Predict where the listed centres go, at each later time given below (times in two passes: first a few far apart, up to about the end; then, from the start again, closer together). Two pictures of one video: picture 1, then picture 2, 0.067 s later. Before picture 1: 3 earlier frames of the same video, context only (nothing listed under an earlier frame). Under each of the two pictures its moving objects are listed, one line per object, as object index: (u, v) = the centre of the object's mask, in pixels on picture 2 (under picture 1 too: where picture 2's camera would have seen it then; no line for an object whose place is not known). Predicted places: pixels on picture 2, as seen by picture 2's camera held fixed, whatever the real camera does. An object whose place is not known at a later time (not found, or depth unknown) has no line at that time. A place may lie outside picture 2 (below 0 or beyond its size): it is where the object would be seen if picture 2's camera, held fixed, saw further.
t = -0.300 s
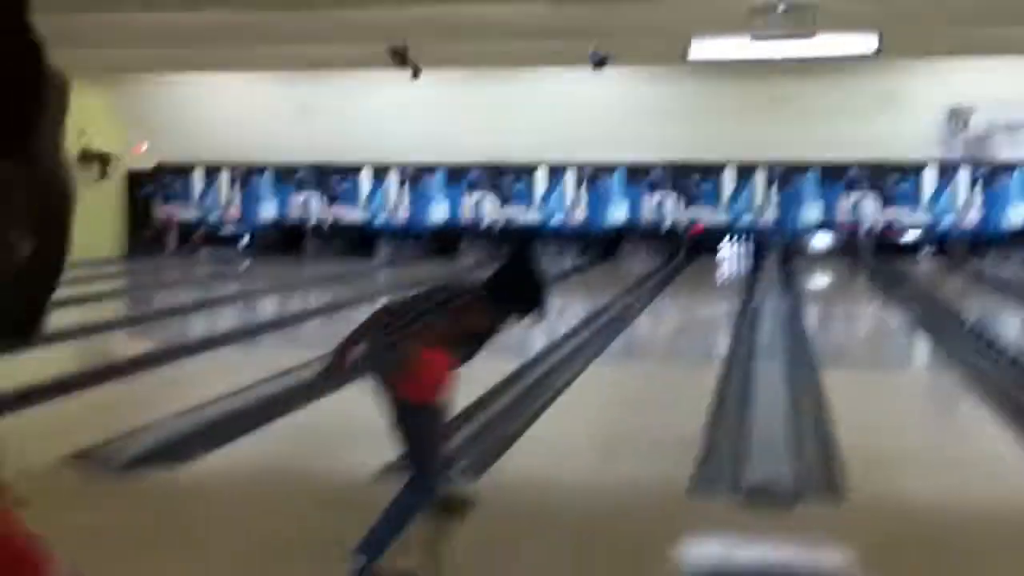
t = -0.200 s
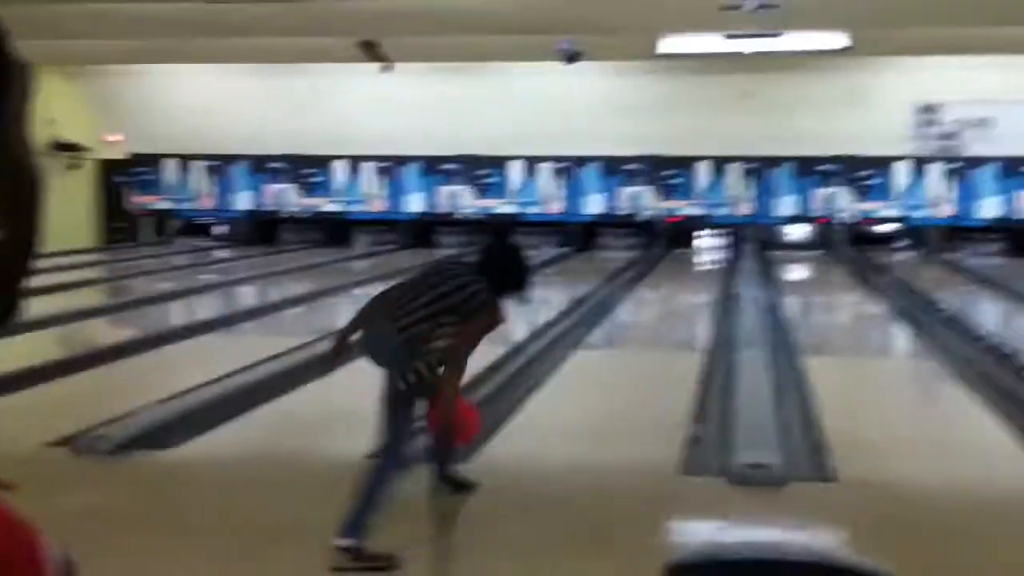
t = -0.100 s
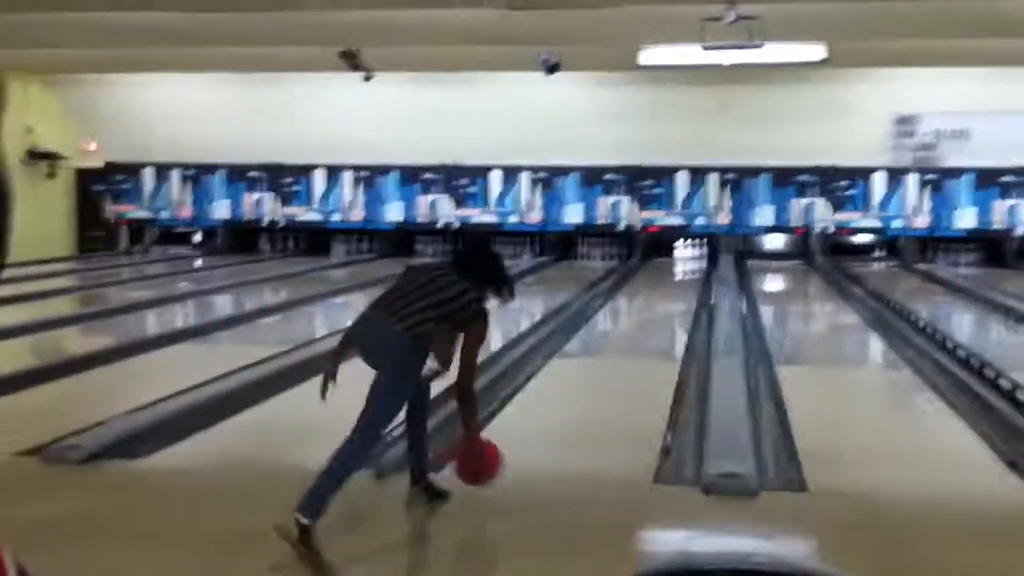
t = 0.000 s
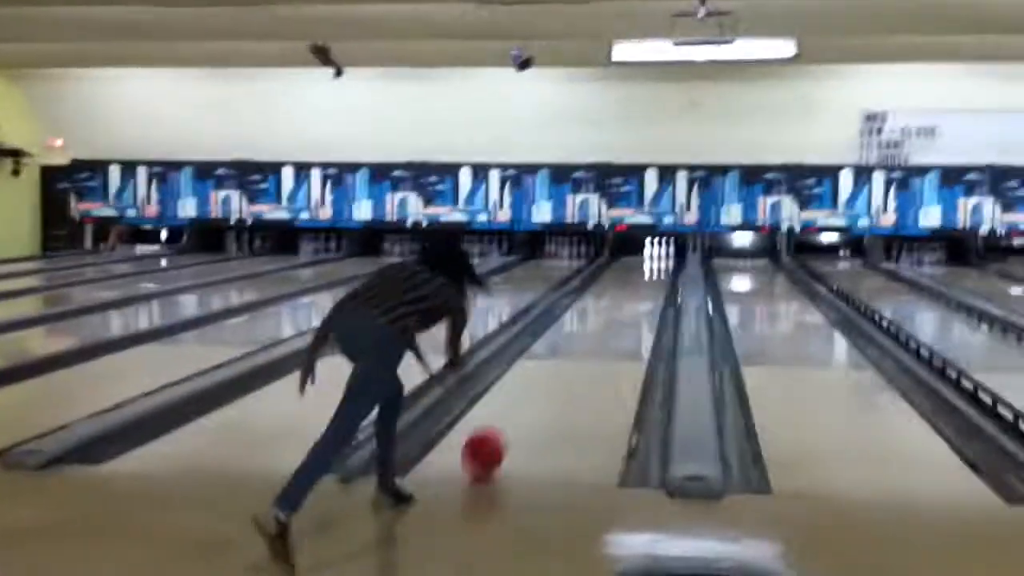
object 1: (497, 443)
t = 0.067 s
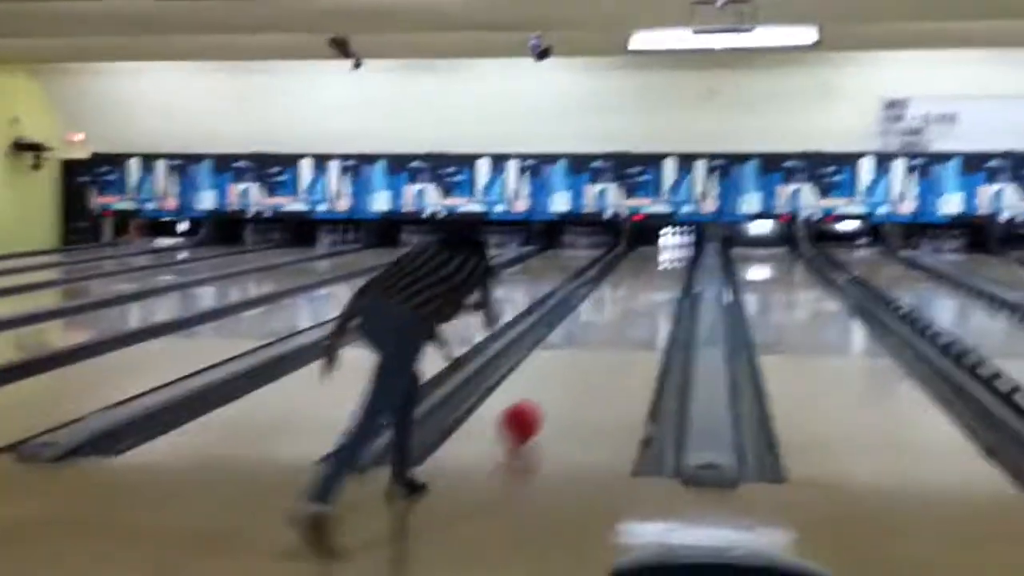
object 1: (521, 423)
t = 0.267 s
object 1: (568, 376)
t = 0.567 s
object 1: (614, 333)
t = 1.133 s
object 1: (662, 288)
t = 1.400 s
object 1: (675, 275)
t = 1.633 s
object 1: (681, 268)
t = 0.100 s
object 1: (530, 415)
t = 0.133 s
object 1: (538, 406)
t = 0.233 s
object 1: (562, 383)
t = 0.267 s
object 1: (568, 376)
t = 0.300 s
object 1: (575, 370)
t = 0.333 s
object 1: (580, 364)
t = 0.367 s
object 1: (587, 358)
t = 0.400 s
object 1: (592, 354)
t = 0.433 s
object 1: (597, 349)
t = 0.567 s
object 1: (614, 333)
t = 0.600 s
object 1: (618, 329)
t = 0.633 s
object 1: (622, 326)
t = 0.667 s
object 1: (626, 322)
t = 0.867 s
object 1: (644, 305)
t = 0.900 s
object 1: (646, 302)
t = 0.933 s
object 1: (648, 300)
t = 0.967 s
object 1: (651, 298)
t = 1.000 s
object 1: (653, 295)
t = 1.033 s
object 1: (655, 293)
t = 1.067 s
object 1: (657, 292)
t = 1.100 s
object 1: (660, 290)
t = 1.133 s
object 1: (662, 288)
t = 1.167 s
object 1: (663, 286)
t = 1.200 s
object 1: (665, 284)
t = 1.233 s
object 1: (667, 283)
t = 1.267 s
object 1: (668, 281)
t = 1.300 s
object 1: (670, 280)
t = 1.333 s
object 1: (672, 278)
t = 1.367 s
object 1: (673, 276)
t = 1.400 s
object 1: (675, 275)
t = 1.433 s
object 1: (676, 274)
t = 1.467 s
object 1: (678, 273)
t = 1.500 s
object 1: (679, 270)
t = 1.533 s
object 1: (680, 269)
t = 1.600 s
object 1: (681, 268)
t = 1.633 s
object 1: (681, 268)
